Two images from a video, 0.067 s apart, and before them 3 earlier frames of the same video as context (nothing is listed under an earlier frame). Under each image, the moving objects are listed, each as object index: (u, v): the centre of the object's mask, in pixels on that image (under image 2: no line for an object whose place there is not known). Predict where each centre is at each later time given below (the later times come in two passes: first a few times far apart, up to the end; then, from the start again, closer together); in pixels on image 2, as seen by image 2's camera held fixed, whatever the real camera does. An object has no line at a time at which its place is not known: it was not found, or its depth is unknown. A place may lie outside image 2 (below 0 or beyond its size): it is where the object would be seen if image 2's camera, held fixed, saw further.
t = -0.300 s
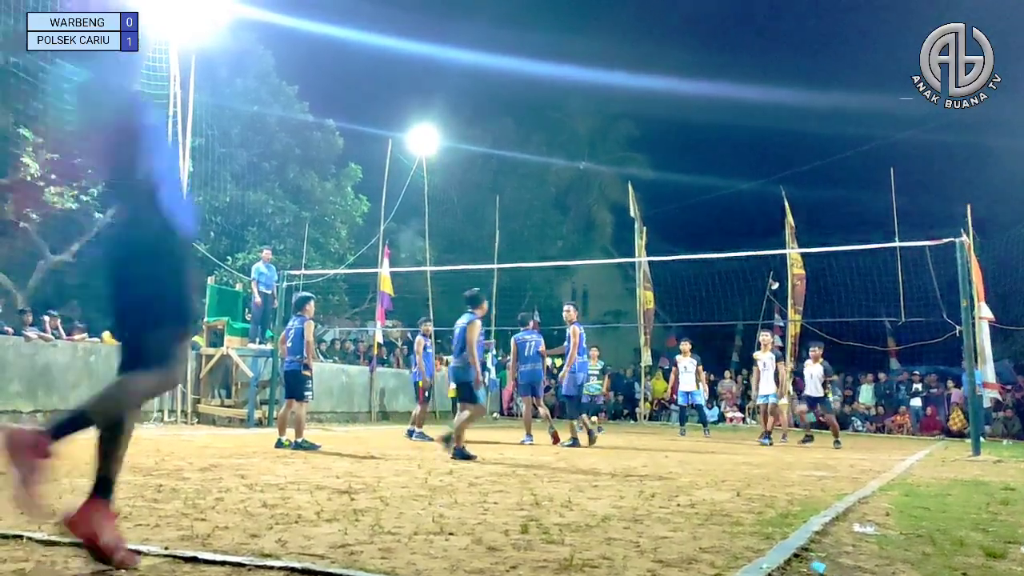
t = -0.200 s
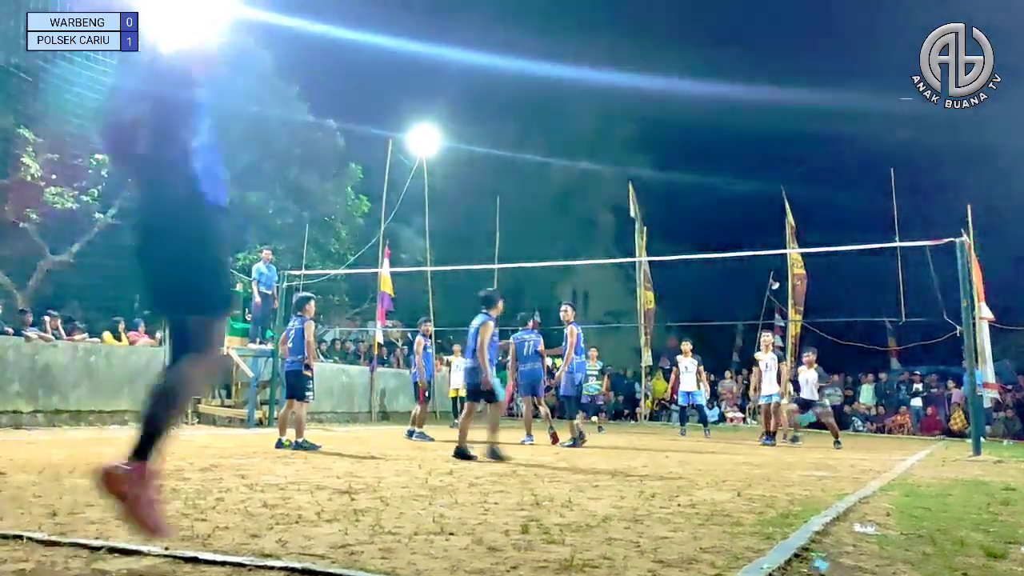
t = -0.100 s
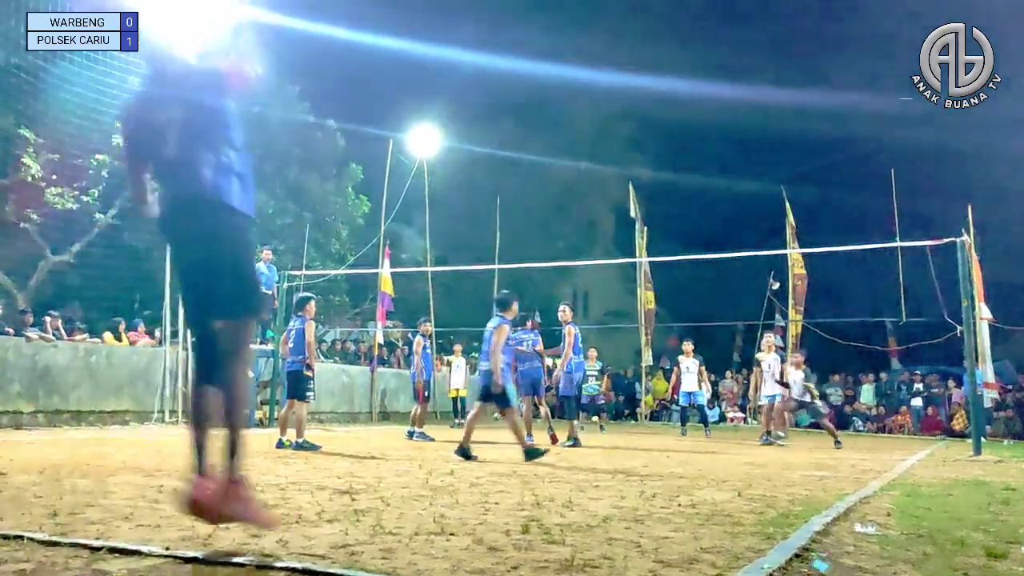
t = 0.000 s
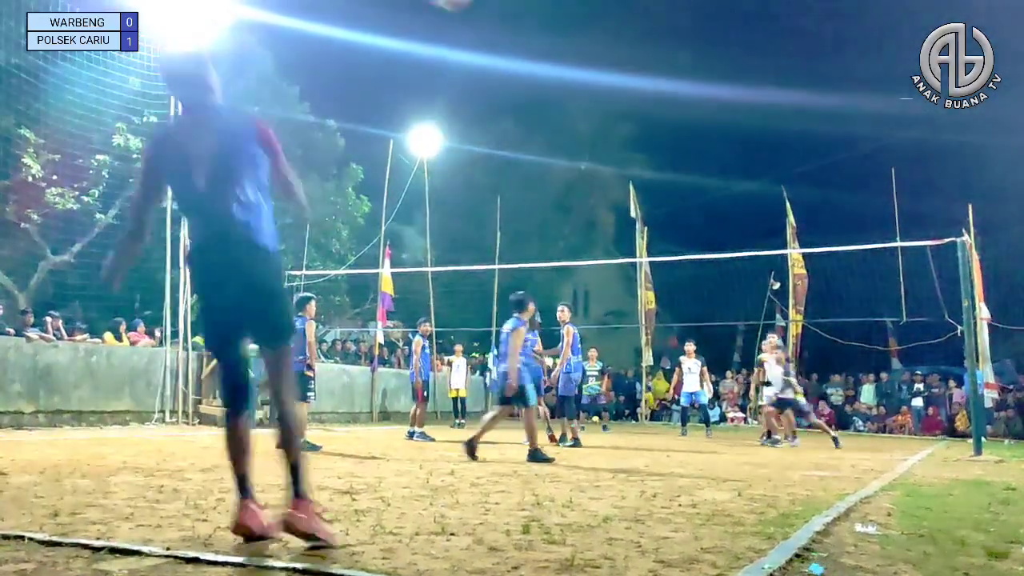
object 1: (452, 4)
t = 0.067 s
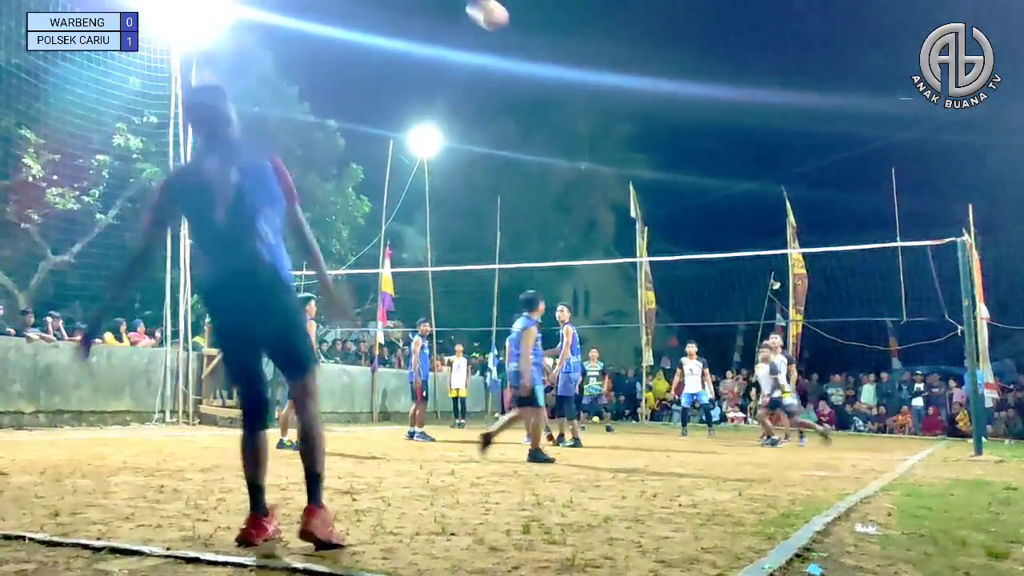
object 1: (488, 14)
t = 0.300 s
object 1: (572, 92)
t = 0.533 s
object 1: (612, 168)
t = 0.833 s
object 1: (636, 266)
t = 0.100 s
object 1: (505, 24)
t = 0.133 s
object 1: (519, 35)
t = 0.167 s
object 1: (533, 46)
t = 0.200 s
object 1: (544, 56)
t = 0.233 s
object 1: (554, 69)
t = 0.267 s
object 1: (563, 80)
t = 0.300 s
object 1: (572, 92)
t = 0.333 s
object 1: (579, 103)
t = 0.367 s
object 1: (586, 114)
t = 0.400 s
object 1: (592, 125)
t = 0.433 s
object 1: (597, 136)
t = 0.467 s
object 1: (602, 147)
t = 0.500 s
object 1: (608, 157)
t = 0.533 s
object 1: (612, 168)
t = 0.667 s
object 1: (626, 211)
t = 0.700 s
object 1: (629, 222)
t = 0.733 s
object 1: (631, 233)
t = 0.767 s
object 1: (633, 244)
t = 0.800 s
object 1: (634, 254)
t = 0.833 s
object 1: (636, 266)
